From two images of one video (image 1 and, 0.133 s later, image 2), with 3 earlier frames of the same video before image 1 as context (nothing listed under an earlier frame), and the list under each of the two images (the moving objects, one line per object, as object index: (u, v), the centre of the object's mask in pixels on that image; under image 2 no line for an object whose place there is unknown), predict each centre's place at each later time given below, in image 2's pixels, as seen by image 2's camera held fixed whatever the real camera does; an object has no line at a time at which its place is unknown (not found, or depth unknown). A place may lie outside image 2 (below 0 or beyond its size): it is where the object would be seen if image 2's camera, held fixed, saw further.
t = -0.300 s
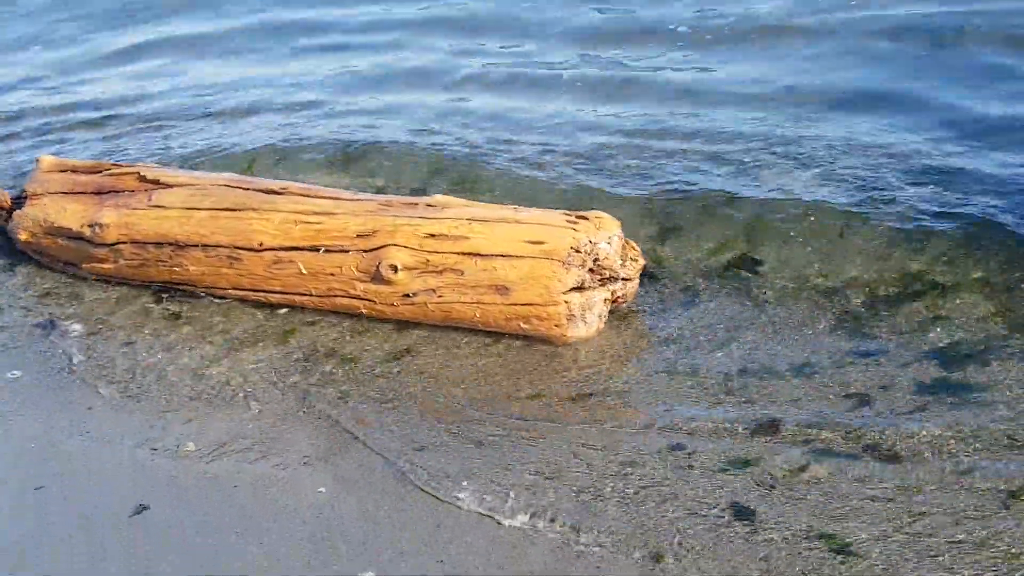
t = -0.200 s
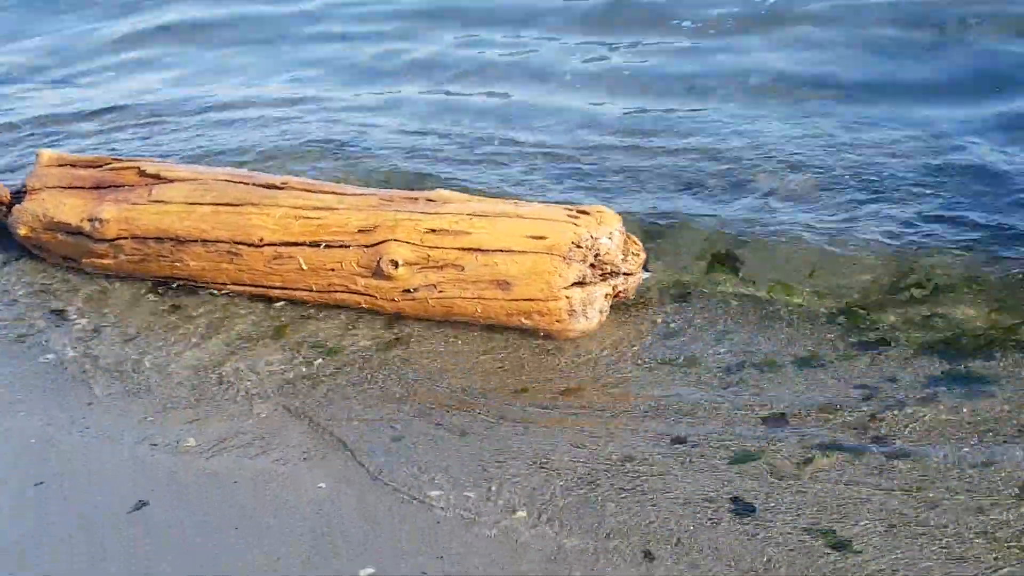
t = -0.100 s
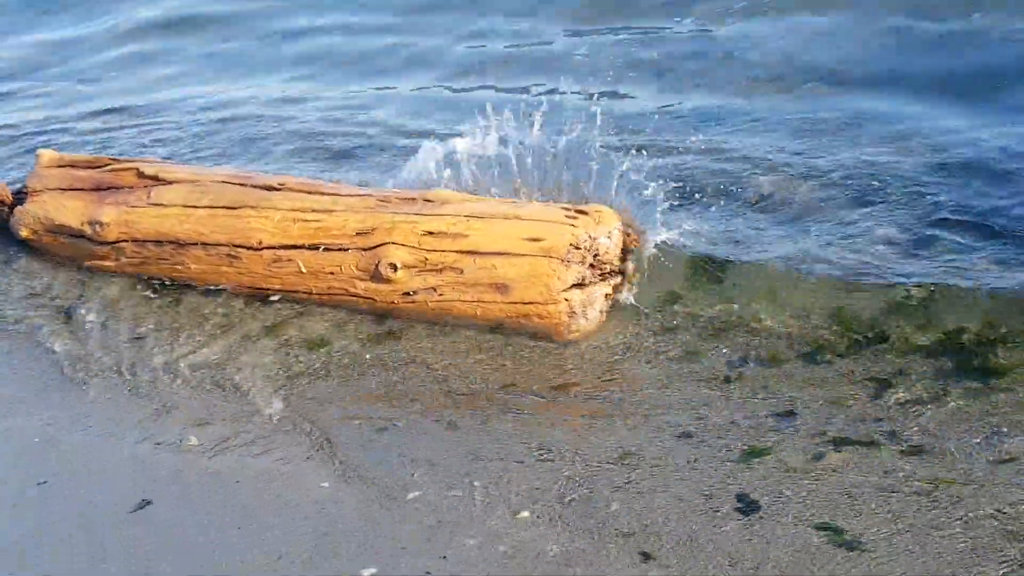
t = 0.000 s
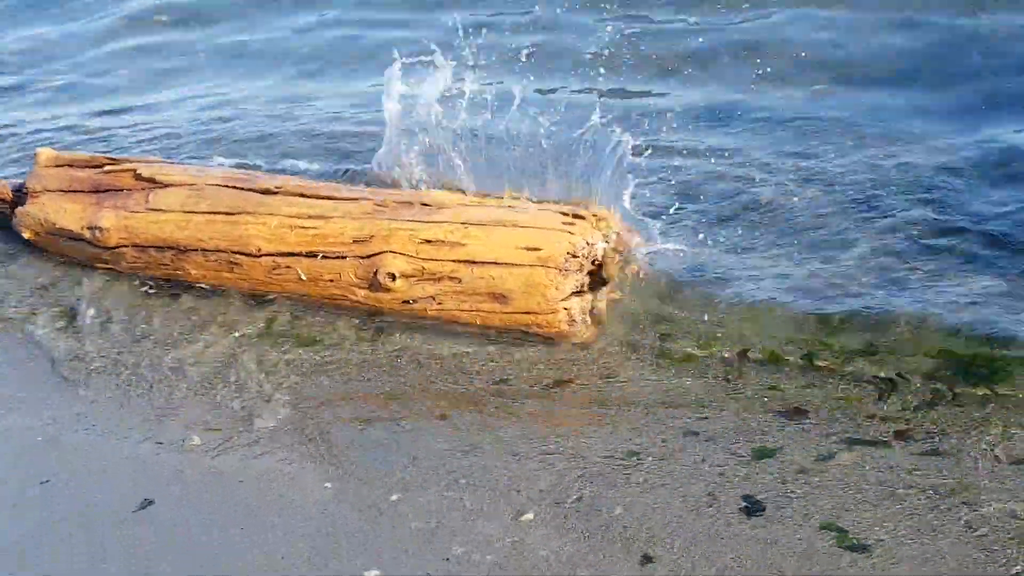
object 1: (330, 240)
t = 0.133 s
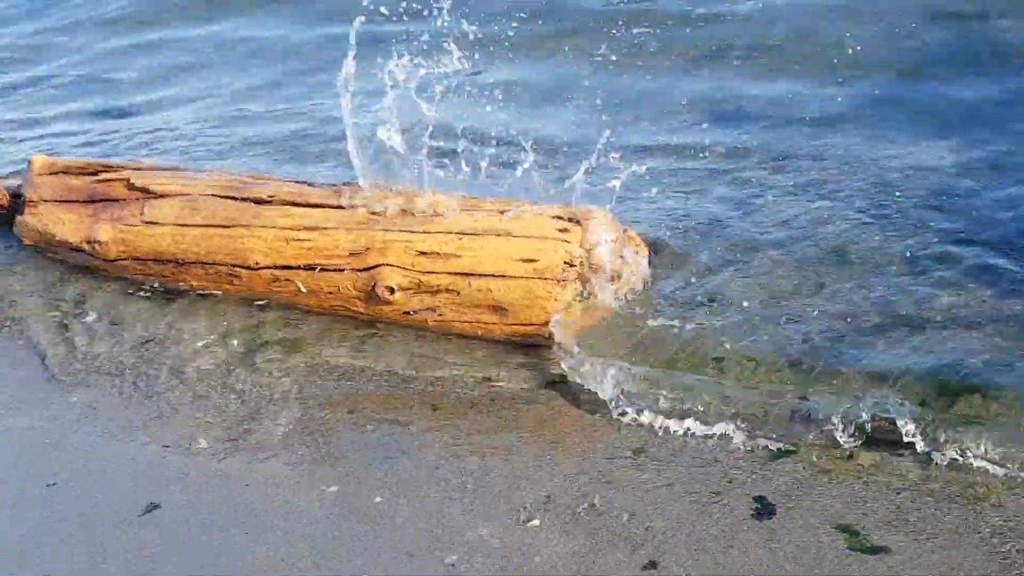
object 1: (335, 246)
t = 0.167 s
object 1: (335, 244)
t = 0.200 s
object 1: (337, 242)
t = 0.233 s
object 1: (335, 240)
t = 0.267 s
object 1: (336, 239)
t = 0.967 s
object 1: (332, 271)
